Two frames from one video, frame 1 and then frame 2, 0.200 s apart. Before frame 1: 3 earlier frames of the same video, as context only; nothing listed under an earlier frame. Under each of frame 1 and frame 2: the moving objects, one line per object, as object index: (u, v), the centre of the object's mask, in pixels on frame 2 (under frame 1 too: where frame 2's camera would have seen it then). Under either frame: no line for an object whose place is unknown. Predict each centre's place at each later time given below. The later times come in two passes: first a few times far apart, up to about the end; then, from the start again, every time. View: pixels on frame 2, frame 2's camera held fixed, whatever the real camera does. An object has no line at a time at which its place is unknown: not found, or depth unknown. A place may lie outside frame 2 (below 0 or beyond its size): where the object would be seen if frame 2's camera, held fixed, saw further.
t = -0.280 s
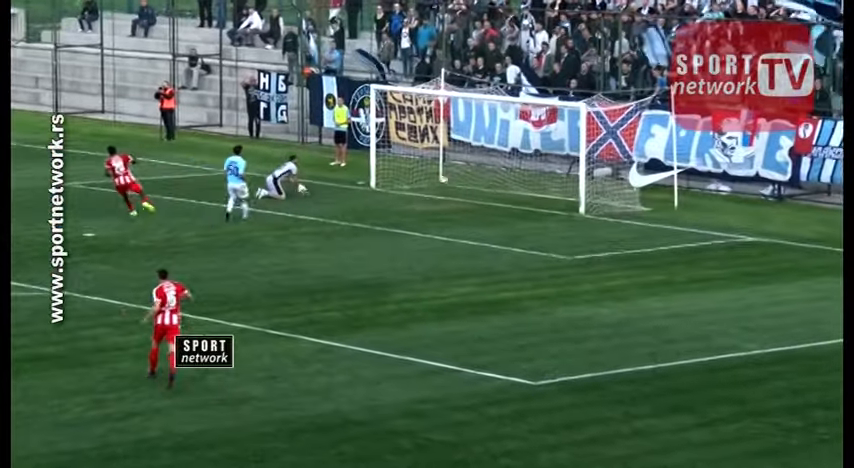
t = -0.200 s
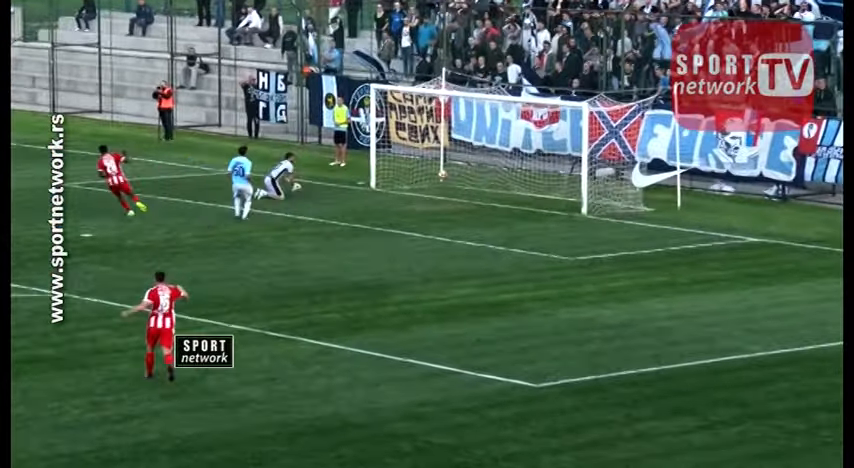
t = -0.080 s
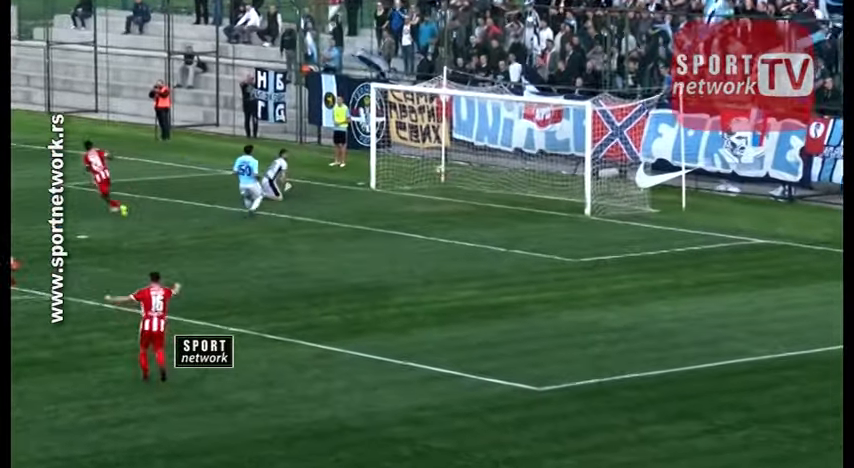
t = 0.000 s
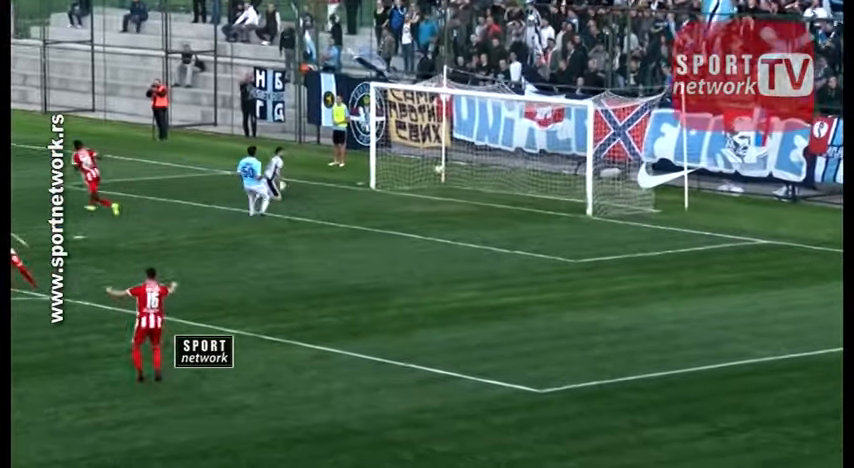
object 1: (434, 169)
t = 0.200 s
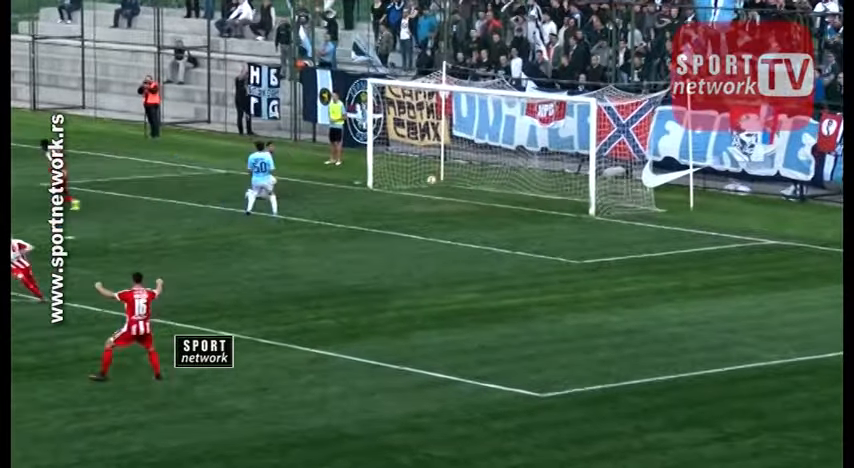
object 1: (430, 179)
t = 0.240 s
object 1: (430, 185)
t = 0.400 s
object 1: (426, 183)
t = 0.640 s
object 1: (419, 187)
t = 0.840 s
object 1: (414, 192)
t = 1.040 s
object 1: (410, 195)
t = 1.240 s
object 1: (406, 196)
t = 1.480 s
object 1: (404, 198)
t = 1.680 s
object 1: (401, 199)
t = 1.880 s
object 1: (399, 200)
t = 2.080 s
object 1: (397, 201)
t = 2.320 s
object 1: (395, 202)
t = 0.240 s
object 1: (430, 185)
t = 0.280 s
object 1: (428, 188)
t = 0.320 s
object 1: (427, 190)
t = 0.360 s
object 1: (427, 187)
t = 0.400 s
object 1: (426, 183)
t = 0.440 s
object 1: (424, 182)
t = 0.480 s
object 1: (424, 183)
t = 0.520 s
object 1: (422, 183)
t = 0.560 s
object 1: (421, 185)
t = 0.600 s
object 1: (420, 186)
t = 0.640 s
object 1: (419, 187)
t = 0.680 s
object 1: (417, 191)
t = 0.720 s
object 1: (416, 191)
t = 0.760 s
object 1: (416, 191)
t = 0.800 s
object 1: (414, 192)
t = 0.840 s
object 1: (414, 192)
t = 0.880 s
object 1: (413, 193)
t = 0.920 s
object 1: (413, 194)
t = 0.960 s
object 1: (412, 194)
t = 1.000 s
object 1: (411, 194)
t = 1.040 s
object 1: (410, 195)
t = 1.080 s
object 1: (410, 195)
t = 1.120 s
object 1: (408, 196)
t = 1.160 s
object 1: (408, 196)
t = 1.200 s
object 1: (407, 196)
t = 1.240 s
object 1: (406, 196)
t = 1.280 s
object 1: (406, 196)
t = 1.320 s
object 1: (406, 197)
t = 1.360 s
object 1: (405, 197)
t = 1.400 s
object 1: (405, 198)
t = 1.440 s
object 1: (404, 198)
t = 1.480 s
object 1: (404, 198)
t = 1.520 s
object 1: (403, 197)
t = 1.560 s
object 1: (403, 198)
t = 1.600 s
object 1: (403, 198)
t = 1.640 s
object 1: (403, 198)
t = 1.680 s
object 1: (401, 199)
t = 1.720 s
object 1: (401, 200)
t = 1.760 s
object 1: (400, 200)
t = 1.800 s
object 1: (399, 200)
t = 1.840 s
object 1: (399, 200)
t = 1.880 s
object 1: (399, 200)
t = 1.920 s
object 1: (398, 201)
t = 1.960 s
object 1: (398, 201)
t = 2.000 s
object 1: (398, 201)
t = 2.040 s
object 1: (397, 201)
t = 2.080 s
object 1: (397, 201)
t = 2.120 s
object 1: (396, 201)
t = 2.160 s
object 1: (395, 201)
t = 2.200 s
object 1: (395, 201)
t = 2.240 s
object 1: (395, 202)
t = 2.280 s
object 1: (394, 201)
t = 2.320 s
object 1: (395, 202)
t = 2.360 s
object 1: (395, 202)
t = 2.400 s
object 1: (395, 202)
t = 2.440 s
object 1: (396, 203)
